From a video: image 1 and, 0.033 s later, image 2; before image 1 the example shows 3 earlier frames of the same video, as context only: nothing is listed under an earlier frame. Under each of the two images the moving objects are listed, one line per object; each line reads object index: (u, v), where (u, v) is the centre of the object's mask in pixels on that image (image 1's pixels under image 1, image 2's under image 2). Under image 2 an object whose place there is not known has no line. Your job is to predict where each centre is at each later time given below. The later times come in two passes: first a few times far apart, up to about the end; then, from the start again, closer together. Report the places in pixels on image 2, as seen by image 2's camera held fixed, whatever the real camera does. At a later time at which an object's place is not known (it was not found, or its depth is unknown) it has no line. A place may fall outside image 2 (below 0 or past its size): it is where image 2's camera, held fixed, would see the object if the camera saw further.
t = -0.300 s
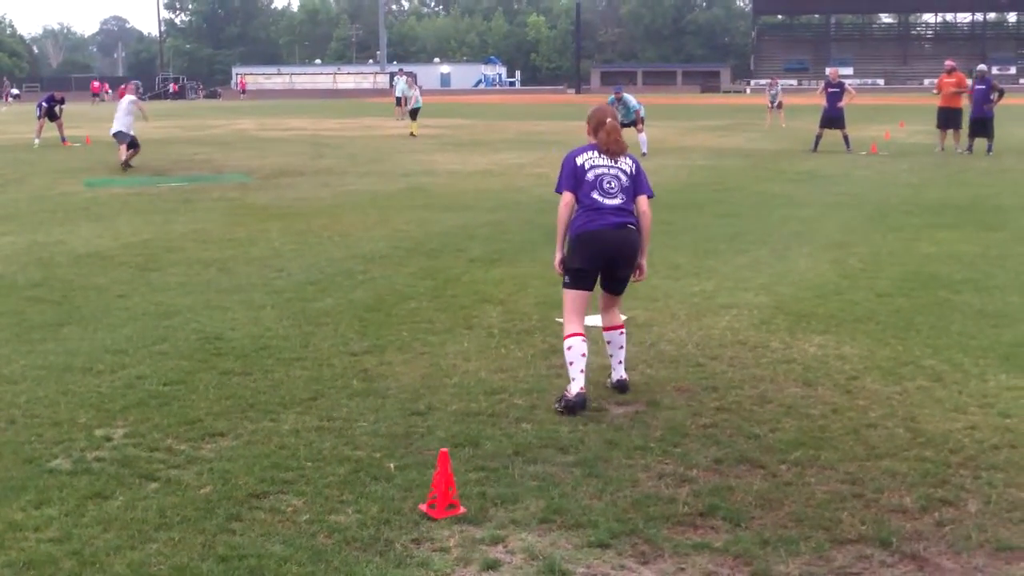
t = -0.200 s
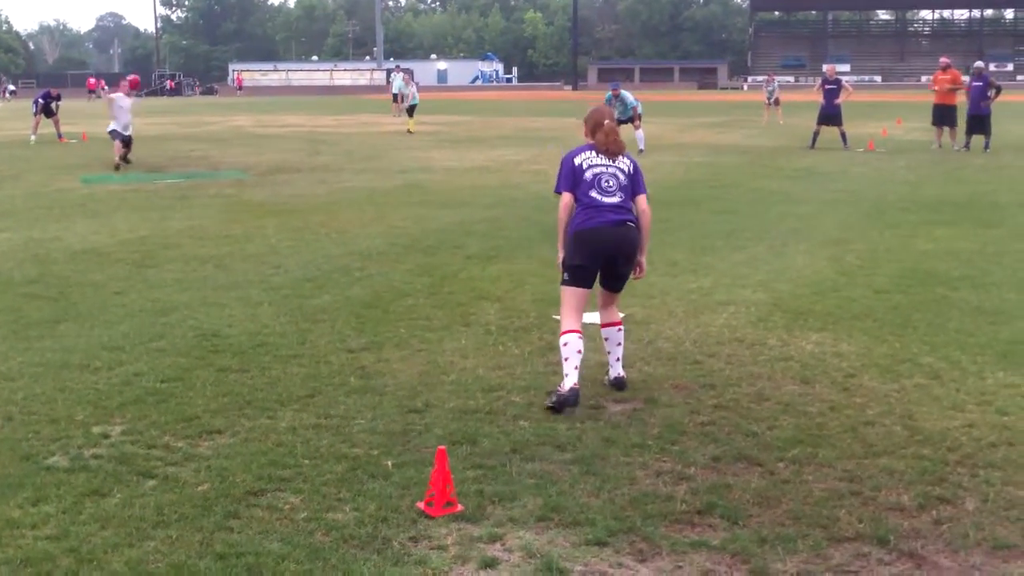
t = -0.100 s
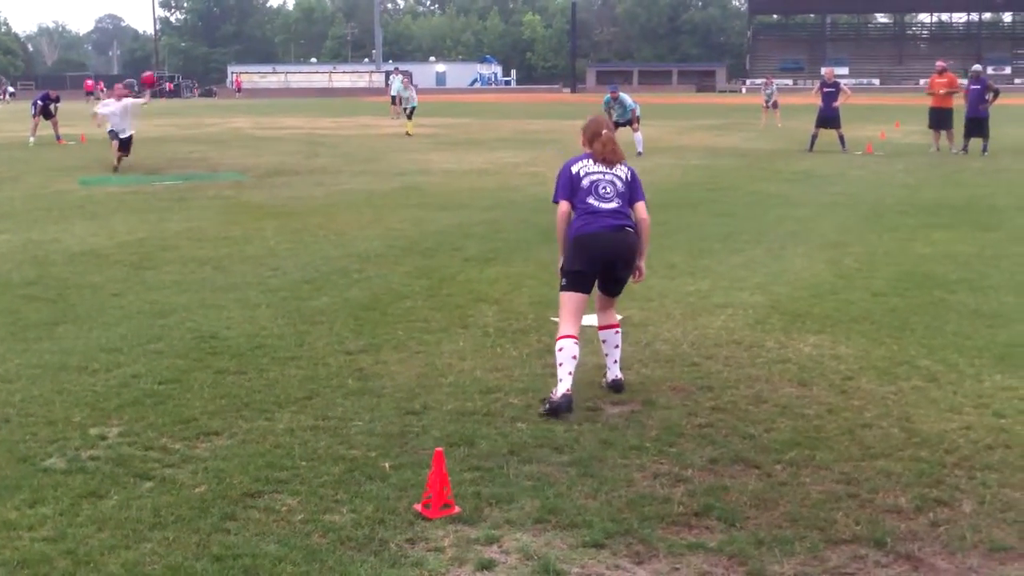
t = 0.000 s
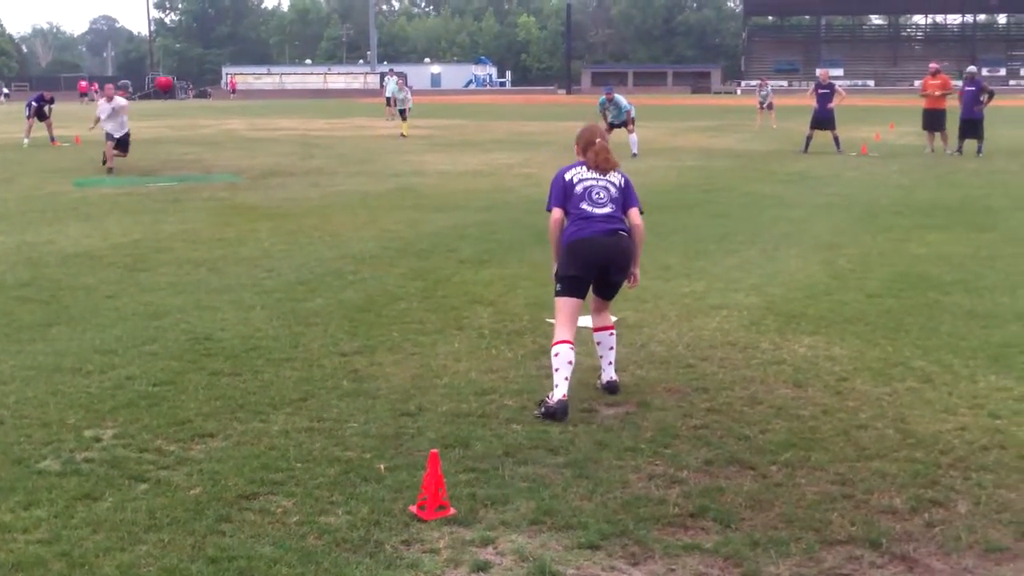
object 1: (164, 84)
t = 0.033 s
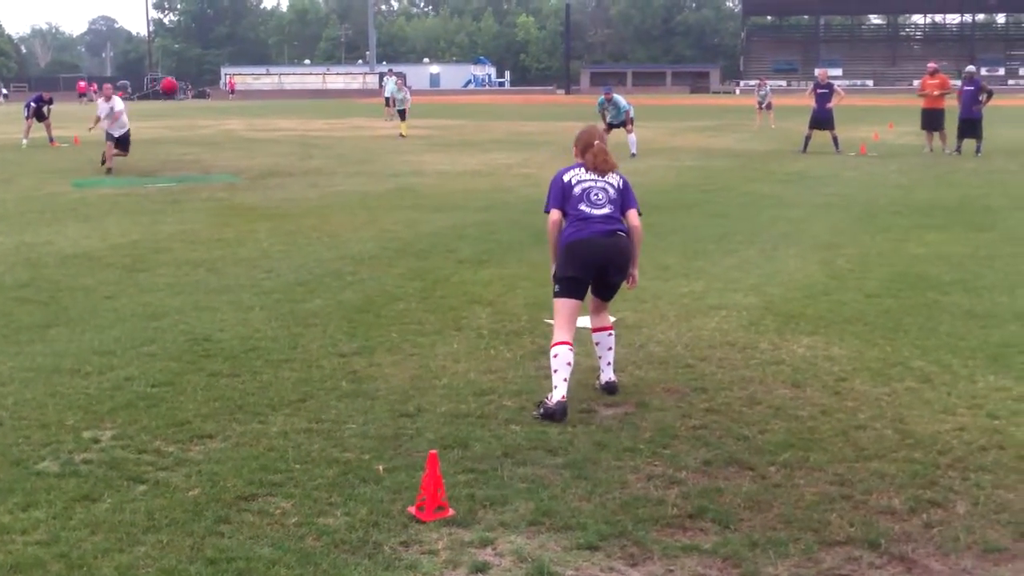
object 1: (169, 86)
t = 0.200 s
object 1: (203, 108)
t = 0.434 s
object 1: (262, 168)
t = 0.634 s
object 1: (319, 215)
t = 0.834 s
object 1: (381, 200)
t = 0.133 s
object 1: (189, 98)
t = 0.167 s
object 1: (196, 103)
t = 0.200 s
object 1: (203, 108)
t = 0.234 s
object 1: (211, 114)
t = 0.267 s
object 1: (218, 121)
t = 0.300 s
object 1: (226, 129)
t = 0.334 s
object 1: (235, 138)
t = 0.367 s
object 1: (243, 147)
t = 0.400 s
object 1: (253, 157)
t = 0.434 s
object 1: (262, 168)
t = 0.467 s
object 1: (270, 180)
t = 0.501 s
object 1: (281, 193)
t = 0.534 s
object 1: (291, 208)
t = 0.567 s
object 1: (302, 223)
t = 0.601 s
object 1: (311, 222)
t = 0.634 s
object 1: (319, 215)
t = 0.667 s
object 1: (328, 210)
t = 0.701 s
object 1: (337, 206)
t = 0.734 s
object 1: (347, 202)
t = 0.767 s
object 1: (358, 200)
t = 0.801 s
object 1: (369, 199)
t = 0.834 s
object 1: (381, 200)
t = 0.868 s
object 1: (393, 202)
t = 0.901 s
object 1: (407, 206)
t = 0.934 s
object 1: (420, 212)
